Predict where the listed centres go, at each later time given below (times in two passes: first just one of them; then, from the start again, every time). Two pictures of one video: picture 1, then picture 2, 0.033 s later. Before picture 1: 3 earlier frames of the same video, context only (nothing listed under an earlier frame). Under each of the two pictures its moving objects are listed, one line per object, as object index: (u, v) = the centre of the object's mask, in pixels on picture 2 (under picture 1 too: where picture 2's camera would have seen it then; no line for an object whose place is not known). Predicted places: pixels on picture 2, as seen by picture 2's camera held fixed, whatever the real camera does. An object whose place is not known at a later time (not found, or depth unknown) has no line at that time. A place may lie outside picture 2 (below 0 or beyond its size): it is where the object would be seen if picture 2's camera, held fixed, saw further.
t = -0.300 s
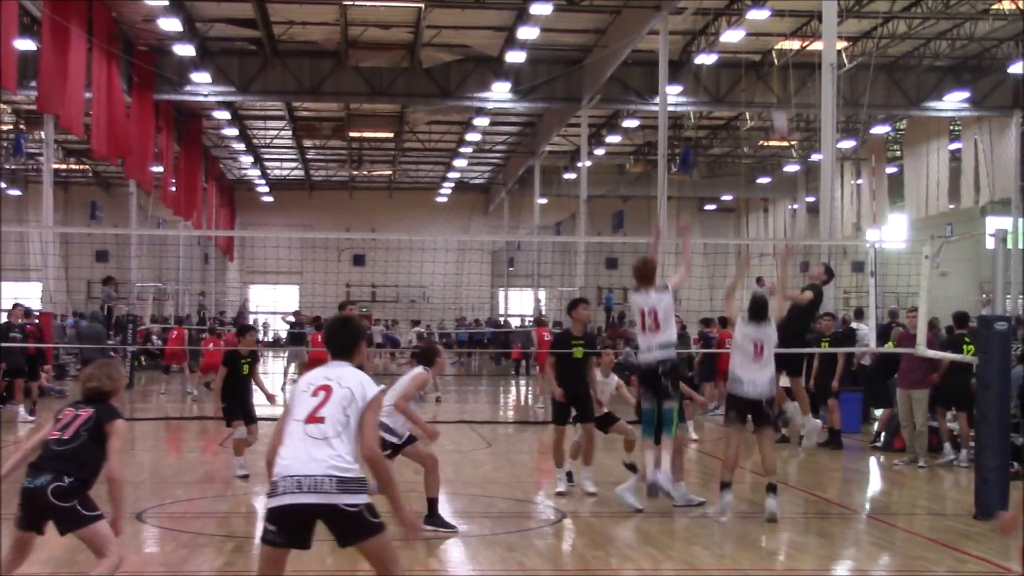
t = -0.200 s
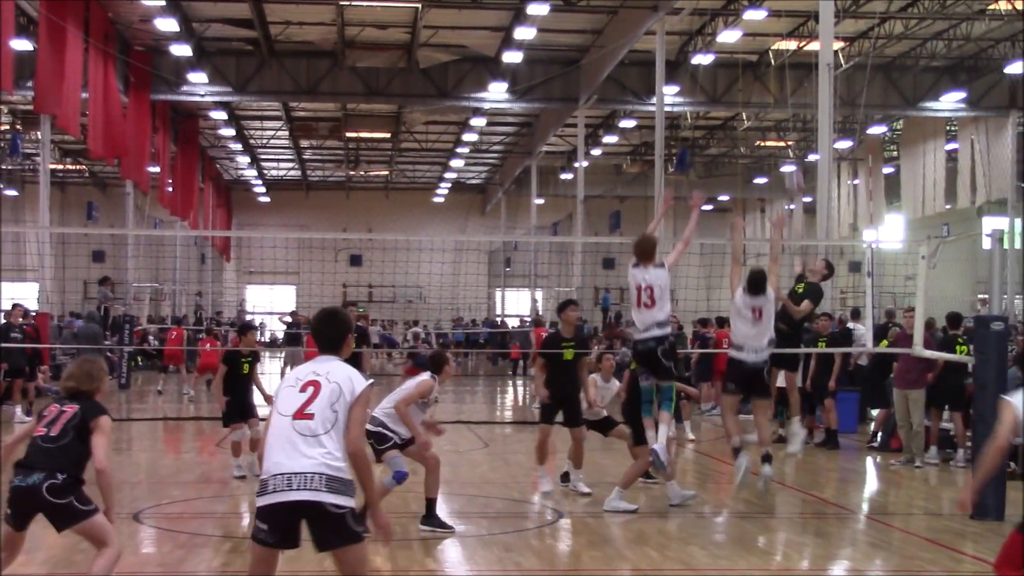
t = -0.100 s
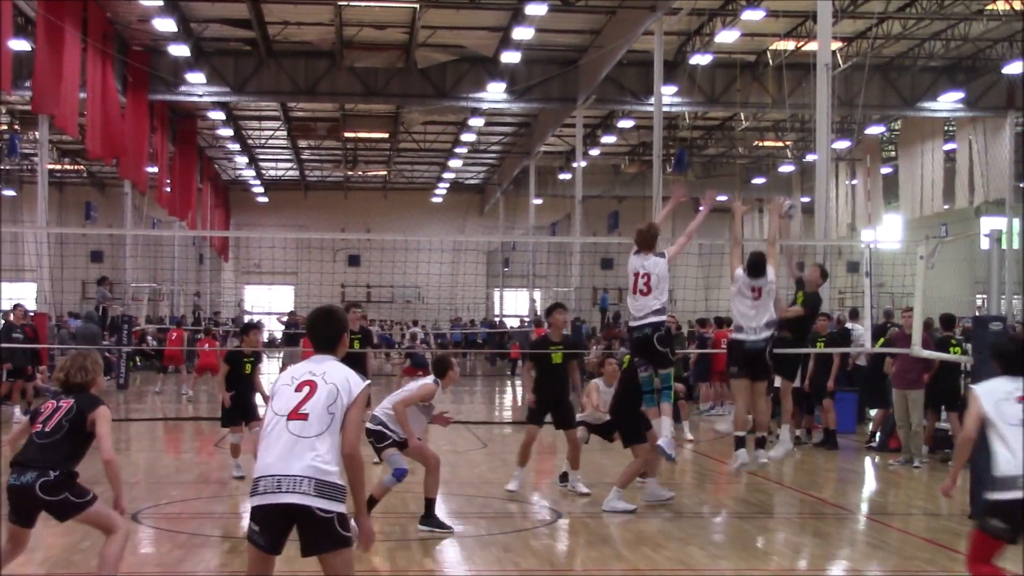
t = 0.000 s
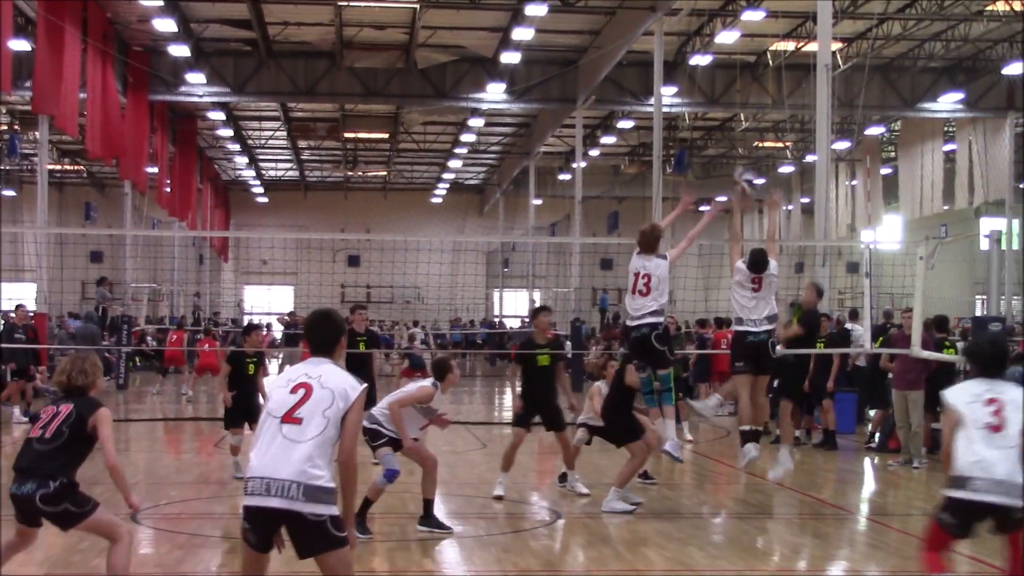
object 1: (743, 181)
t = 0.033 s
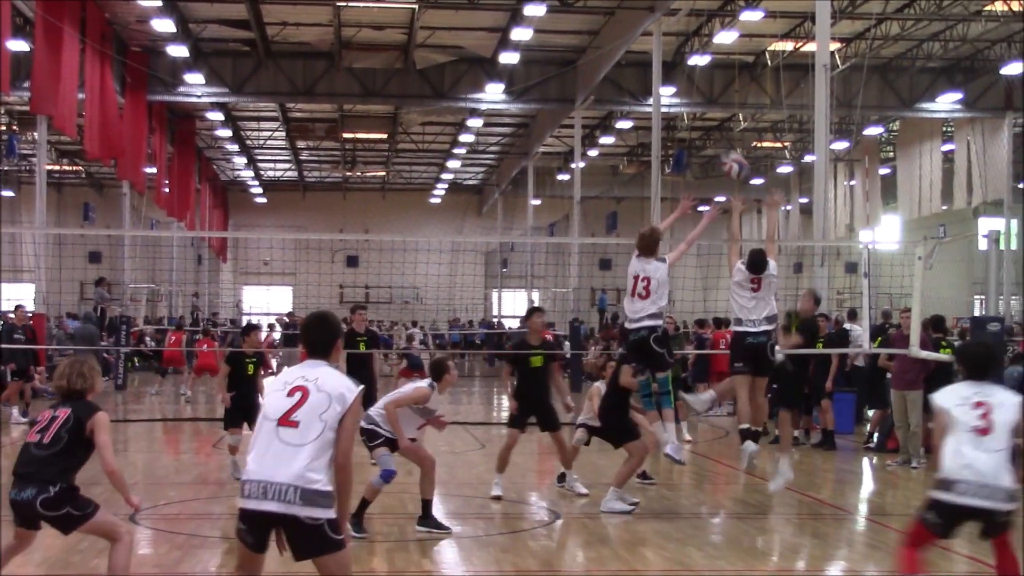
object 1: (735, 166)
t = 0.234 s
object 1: (667, 87)
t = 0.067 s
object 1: (722, 148)
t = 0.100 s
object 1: (713, 134)
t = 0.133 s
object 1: (702, 121)
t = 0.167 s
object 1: (689, 110)
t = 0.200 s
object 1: (680, 99)
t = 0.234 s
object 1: (667, 87)
